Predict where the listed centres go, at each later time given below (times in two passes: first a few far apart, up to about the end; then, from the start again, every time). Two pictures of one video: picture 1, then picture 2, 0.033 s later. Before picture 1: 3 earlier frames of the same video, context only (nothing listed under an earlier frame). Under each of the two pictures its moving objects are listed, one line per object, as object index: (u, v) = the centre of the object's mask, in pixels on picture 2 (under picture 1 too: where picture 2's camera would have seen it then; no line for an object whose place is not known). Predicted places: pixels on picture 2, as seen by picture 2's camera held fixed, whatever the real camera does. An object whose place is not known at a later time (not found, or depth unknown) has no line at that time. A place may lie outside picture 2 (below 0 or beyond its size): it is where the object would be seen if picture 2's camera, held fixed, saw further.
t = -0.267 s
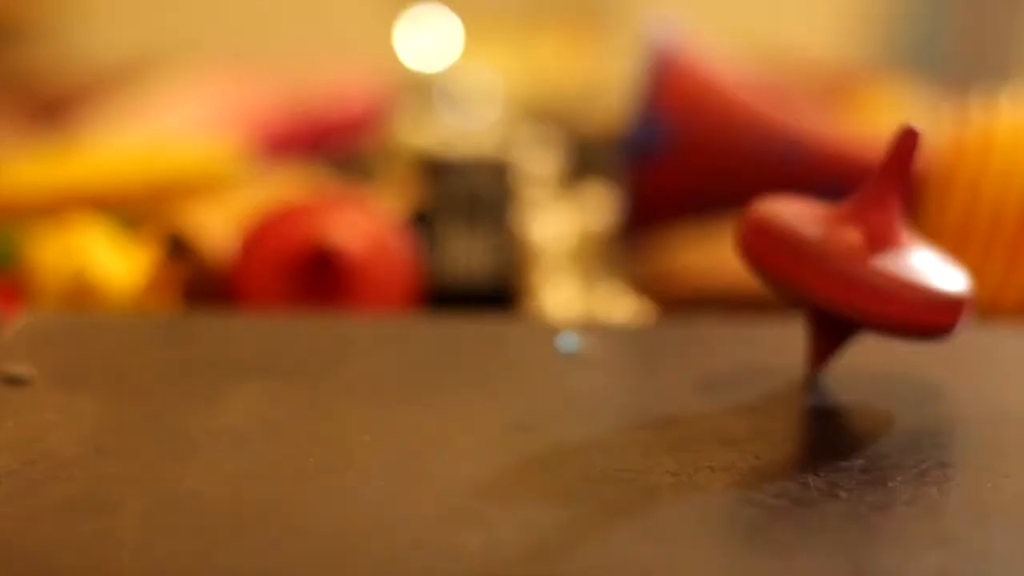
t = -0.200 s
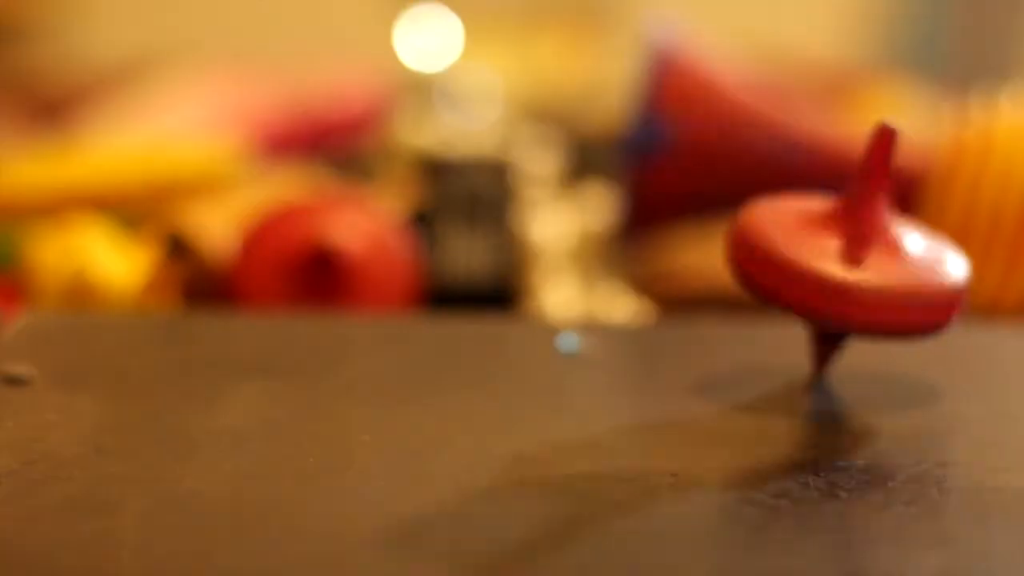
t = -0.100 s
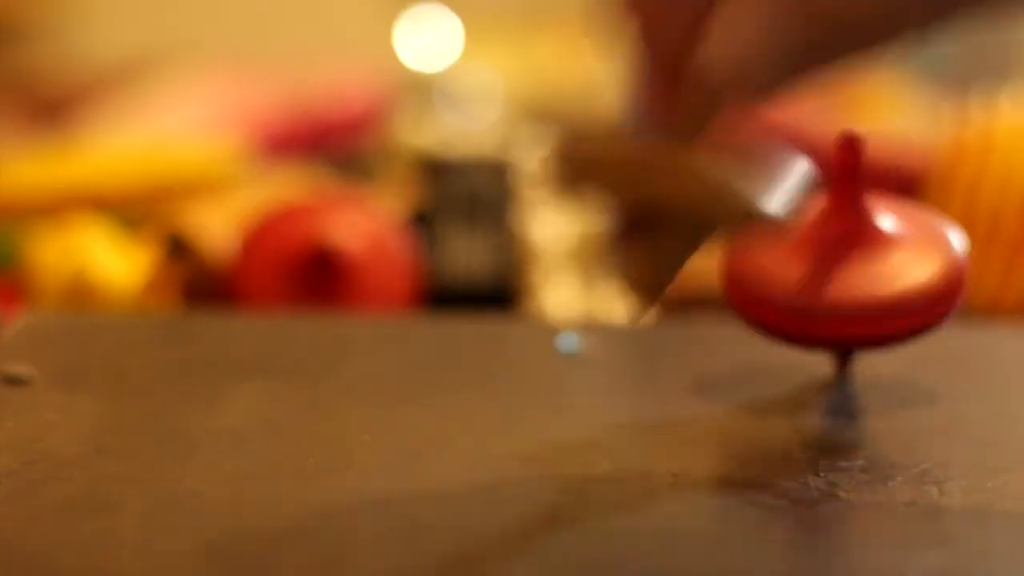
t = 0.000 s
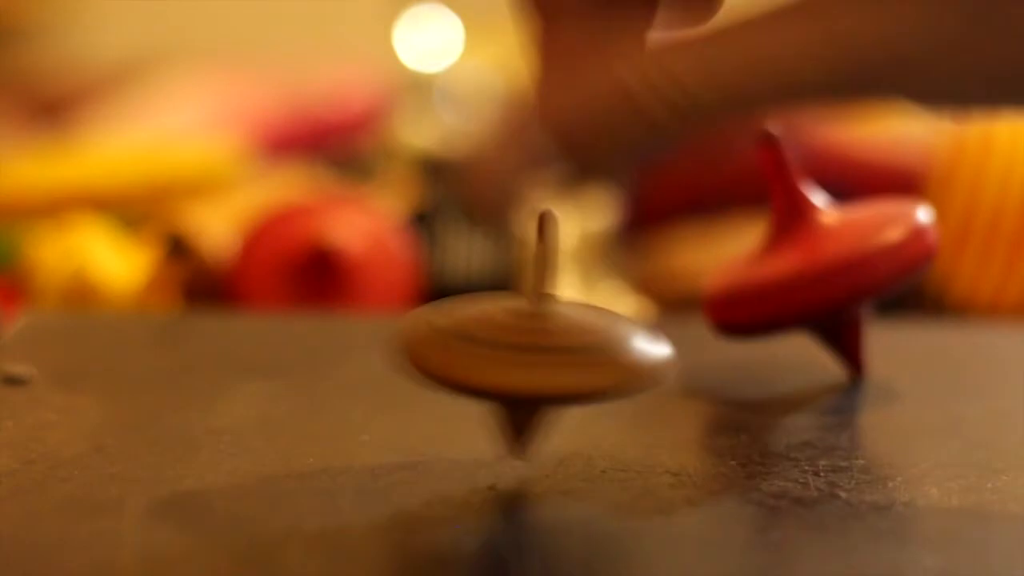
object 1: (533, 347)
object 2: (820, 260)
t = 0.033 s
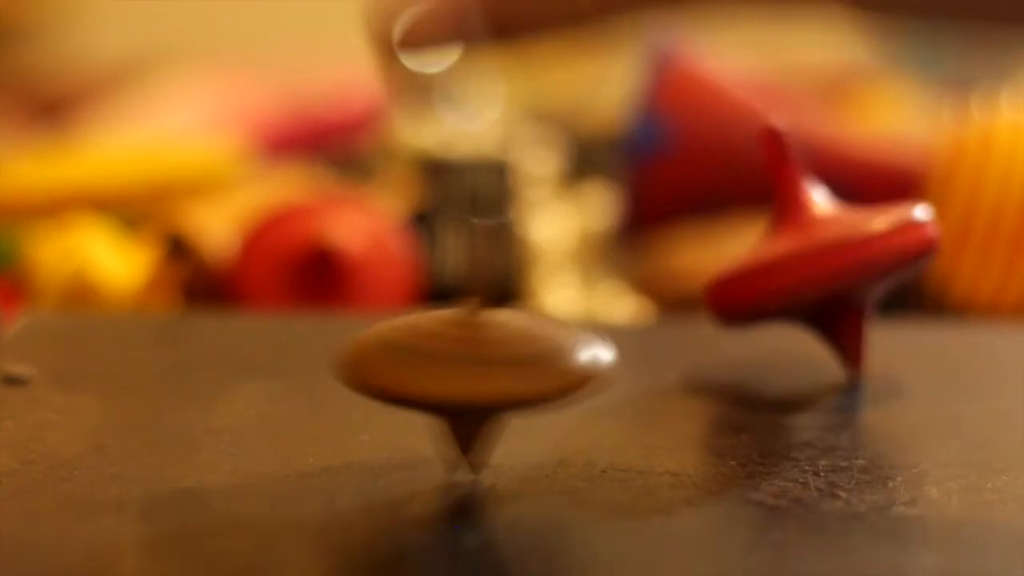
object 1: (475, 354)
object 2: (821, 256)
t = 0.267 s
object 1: (374, 360)
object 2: (861, 259)
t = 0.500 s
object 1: (341, 354)
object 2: (821, 258)
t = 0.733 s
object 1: (332, 345)
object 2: (866, 258)
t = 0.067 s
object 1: (433, 359)
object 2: (830, 257)
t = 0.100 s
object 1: (409, 360)
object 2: (840, 256)
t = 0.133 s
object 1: (397, 360)
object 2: (850, 256)
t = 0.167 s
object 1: (388, 360)
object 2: (856, 255)
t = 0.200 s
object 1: (382, 361)
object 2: (860, 256)
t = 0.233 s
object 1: (378, 360)
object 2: (859, 256)
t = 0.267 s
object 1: (374, 360)
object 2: (861, 259)
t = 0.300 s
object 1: (369, 360)
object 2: (859, 260)
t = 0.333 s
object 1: (365, 359)
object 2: (860, 263)
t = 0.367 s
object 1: (360, 359)
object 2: (853, 267)
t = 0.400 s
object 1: (354, 358)
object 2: (844, 266)
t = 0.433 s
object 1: (349, 356)
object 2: (834, 267)
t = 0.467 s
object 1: (345, 355)
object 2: (823, 262)
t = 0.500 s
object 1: (341, 354)
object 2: (821, 258)
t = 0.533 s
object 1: (337, 352)
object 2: (820, 256)
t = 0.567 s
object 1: (334, 351)
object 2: (829, 255)
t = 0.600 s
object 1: (333, 350)
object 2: (838, 253)
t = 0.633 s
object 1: (333, 349)
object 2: (849, 255)
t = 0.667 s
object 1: (331, 348)
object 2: (857, 255)
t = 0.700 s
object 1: (332, 346)
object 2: (862, 256)
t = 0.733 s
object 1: (332, 345)
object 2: (866, 258)
